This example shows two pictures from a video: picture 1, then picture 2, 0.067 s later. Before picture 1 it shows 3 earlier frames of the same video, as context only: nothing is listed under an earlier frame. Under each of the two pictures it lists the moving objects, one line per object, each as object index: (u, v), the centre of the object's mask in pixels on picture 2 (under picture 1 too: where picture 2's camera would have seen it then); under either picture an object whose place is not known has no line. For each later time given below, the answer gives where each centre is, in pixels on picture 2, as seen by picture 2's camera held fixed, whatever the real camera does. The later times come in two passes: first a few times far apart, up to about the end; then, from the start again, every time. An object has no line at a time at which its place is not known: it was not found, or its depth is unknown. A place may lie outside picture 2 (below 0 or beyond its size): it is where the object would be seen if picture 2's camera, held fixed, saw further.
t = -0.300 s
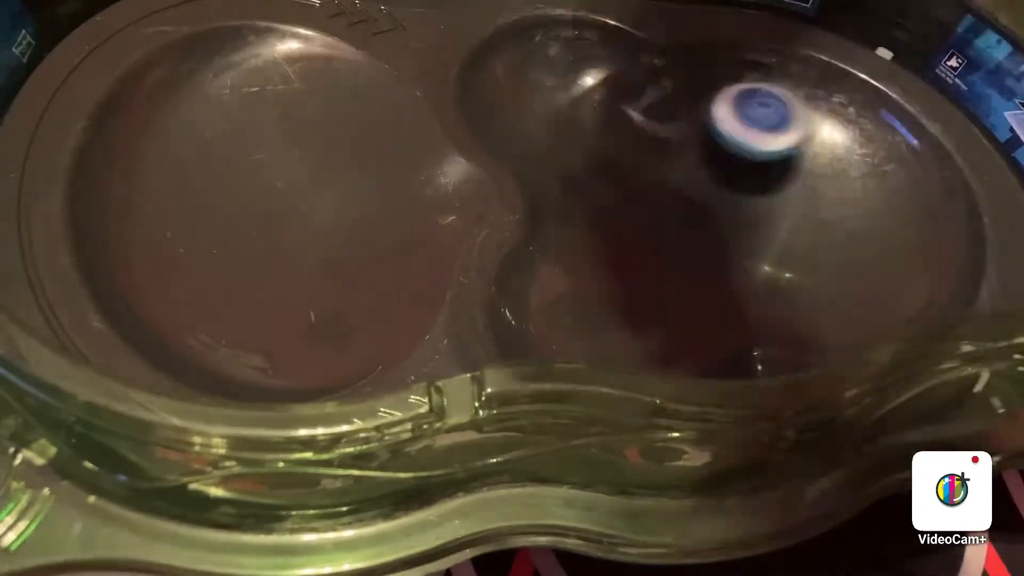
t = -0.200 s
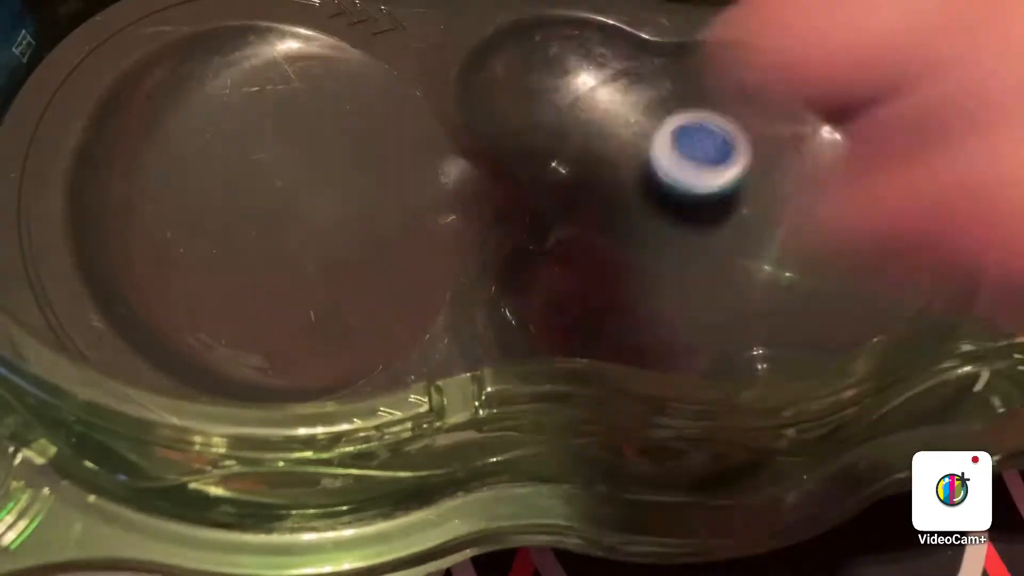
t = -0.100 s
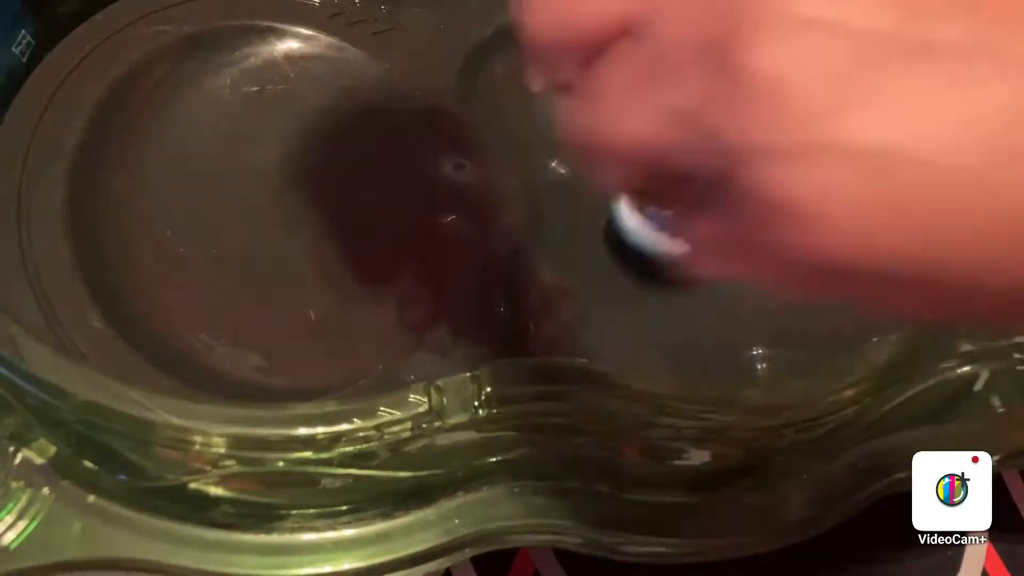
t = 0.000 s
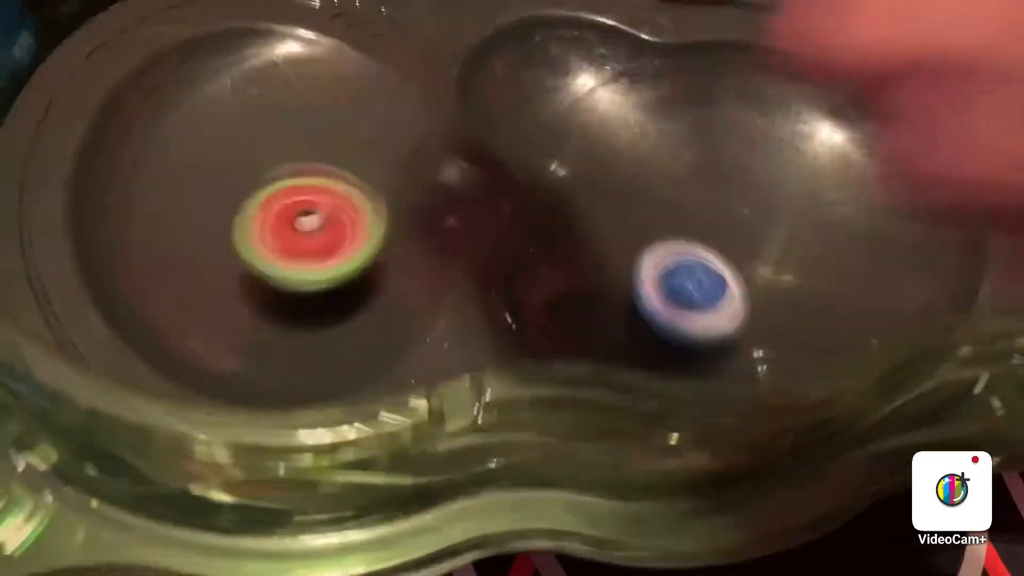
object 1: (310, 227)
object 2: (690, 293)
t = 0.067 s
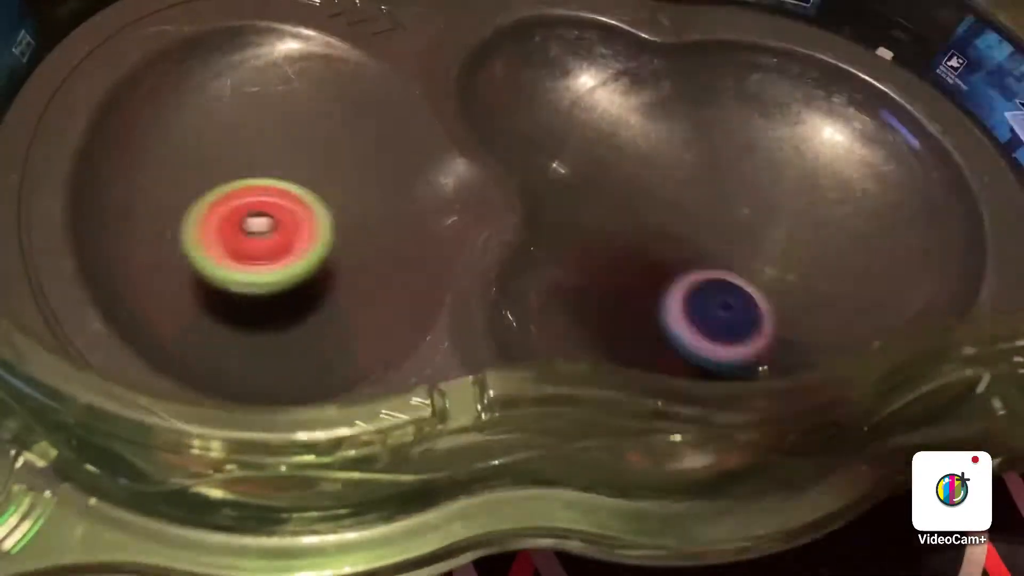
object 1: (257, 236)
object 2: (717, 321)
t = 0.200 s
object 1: (230, 240)
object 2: (741, 285)
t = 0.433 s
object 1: (298, 223)
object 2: (785, 175)
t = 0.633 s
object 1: (284, 99)
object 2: (736, 169)
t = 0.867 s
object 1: (177, 77)
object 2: (755, 255)
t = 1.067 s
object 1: (277, 252)
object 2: (862, 211)
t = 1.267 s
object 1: (520, 251)
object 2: (763, 114)
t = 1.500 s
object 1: (941, 255)
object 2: (658, 221)
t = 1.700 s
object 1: (880, 21)
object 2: (831, 297)
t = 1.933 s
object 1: (592, 132)
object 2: (862, 121)
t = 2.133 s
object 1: (660, 339)
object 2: (642, 141)
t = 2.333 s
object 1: (763, 314)
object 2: (624, 283)
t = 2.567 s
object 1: (921, 125)
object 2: (711, 307)
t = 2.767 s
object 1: (572, 101)
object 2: (868, 238)
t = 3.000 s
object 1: (418, 148)
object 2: (798, 90)
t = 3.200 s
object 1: (335, 236)
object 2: (624, 184)
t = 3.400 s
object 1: (353, 281)
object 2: (715, 332)
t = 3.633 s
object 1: (408, 199)
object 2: (788, 225)
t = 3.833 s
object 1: (262, 144)
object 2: (791, 153)
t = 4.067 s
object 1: (147, 246)
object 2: (789, 236)
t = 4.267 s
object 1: (437, 324)
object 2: (884, 221)
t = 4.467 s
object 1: (763, 280)
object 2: (769, 150)
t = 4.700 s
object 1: (877, 39)
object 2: (705, 273)
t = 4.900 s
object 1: (687, 155)
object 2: (805, 286)
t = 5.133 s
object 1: (690, 336)
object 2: (814, 148)
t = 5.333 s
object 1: (688, 265)
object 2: (660, 143)
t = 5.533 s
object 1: (834, 278)
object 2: (557, 61)
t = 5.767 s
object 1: (866, 95)
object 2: (610, 131)
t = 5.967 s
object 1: (634, 85)
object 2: (783, 219)
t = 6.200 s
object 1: (605, 168)
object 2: (870, 214)
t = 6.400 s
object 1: (837, 247)
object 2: (807, 150)
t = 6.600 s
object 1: (904, 130)
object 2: (723, 226)
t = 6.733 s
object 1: (751, 94)
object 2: (803, 285)
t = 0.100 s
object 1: (241, 235)
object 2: (727, 322)
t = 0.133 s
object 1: (232, 235)
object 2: (732, 313)
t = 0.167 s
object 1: (229, 237)
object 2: (738, 302)
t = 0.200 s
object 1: (230, 240)
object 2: (741, 285)
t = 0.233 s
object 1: (233, 245)
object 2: (747, 264)
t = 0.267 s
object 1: (239, 249)
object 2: (756, 246)
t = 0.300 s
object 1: (248, 251)
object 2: (768, 229)
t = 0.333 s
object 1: (260, 250)
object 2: (777, 213)
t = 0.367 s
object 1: (274, 245)
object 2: (782, 199)
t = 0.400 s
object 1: (288, 236)
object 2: (785, 186)
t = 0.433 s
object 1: (298, 223)
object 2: (785, 175)
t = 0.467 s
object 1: (307, 206)
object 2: (781, 167)
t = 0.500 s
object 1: (311, 187)
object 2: (774, 162)
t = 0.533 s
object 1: (311, 165)
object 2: (766, 160)
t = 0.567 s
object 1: (307, 142)
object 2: (757, 161)
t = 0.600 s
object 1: (298, 120)
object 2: (746, 164)
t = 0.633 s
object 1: (284, 99)
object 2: (736, 169)
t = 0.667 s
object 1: (267, 78)
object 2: (724, 177)
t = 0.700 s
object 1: (246, 64)
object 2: (716, 186)
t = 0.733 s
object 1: (224, 52)
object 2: (712, 197)
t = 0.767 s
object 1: (205, 47)
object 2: (715, 210)
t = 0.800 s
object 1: (188, 47)
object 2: (723, 226)
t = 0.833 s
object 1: (179, 57)
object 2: (736, 242)
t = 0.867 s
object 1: (177, 77)
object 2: (755, 255)
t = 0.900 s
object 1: (180, 104)
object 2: (776, 262)
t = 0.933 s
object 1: (185, 136)
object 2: (799, 264)
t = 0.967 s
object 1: (194, 170)
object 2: (820, 259)
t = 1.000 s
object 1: (211, 201)
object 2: (840, 248)
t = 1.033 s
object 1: (239, 230)
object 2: (854, 232)
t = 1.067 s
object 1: (277, 252)
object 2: (862, 211)
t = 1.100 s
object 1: (320, 265)
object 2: (861, 187)
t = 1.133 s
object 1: (364, 269)
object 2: (853, 162)
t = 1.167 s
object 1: (408, 265)
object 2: (838, 142)
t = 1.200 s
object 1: (446, 255)
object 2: (816, 126)
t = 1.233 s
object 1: (483, 248)
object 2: (790, 116)
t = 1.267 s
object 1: (520, 251)
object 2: (763, 114)
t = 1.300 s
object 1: (556, 268)
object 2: (735, 120)
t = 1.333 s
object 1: (614, 291)
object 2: (708, 134)
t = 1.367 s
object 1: (682, 307)
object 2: (682, 152)
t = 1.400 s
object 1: (752, 306)
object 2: (663, 170)
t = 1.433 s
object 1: (818, 302)
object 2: (653, 186)
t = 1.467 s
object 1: (882, 286)
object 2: (651, 203)
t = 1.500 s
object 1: (941, 255)
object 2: (658, 221)
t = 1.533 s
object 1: (969, 202)
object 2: (673, 244)
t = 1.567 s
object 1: (974, 148)
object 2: (698, 269)
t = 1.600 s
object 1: (963, 98)
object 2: (729, 288)
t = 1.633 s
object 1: (937, 56)
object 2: (764, 297)
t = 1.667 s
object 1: (917, 33)
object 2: (798, 300)
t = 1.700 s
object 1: (880, 21)
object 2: (831, 297)
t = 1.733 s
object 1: (837, 19)
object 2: (860, 286)
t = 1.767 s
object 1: (794, 19)
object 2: (885, 268)
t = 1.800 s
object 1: (752, 21)
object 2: (902, 243)
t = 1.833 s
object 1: (707, 31)
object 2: (910, 212)
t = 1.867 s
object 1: (668, 57)
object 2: (906, 180)
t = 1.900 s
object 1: (623, 102)
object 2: (890, 148)
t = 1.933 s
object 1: (592, 132)
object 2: (862, 121)
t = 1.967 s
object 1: (575, 153)
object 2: (828, 101)
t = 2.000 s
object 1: (577, 176)
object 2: (791, 89)
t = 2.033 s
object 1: (582, 213)
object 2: (752, 89)
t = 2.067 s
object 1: (595, 264)
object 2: (713, 98)
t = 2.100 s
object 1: (620, 313)
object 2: (677, 116)
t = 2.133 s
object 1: (660, 339)
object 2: (642, 141)
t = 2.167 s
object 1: (702, 341)
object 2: (616, 160)
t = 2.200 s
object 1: (728, 342)
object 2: (602, 178)
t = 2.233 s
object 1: (748, 342)
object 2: (597, 199)
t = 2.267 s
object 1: (752, 329)
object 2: (602, 224)
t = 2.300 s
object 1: (748, 317)
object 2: (617, 261)
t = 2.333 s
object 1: (763, 314)
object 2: (624, 283)
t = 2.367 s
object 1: (814, 315)
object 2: (618, 275)
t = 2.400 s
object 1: (861, 307)
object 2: (618, 273)
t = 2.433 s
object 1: (903, 284)
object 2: (626, 277)
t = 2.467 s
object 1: (937, 252)
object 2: (640, 285)
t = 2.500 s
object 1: (956, 211)
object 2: (659, 297)
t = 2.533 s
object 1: (951, 166)
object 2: (684, 305)
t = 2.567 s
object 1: (921, 125)
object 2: (711, 307)
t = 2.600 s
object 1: (875, 91)
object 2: (737, 304)
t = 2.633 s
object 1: (818, 65)
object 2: (763, 295)
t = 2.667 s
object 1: (758, 49)
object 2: (789, 285)
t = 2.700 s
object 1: (697, 54)
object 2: (815, 272)
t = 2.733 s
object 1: (632, 77)
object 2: (843, 258)
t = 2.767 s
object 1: (572, 101)
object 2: (868, 238)
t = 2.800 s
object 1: (527, 109)
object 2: (888, 215)
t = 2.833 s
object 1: (507, 93)
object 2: (895, 184)
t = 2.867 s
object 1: (488, 91)
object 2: (894, 157)
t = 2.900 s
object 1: (467, 102)
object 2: (882, 130)
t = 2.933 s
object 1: (453, 112)
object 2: (860, 110)
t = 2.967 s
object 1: (438, 129)
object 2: (832, 97)
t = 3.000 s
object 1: (418, 148)
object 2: (798, 90)
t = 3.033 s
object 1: (401, 167)
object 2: (764, 90)
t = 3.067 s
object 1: (386, 185)
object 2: (728, 99)
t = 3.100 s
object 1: (371, 201)
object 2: (693, 117)
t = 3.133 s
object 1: (357, 214)
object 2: (661, 142)
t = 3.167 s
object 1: (344, 225)
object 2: (638, 163)
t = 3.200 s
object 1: (335, 236)
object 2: (624, 184)
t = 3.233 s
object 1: (330, 246)
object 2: (621, 204)
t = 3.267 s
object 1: (328, 255)
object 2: (626, 230)
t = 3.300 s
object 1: (329, 263)
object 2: (639, 260)
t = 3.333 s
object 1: (334, 271)
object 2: (658, 296)
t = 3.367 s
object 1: (342, 277)
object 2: (685, 320)
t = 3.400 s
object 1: (353, 281)
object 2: (715, 332)
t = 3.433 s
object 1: (367, 282)
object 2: (738, 330)
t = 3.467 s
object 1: (382, 279)
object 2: (751, 326)
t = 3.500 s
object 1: (397, 270)
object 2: (759, 312)
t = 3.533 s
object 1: (409, 255)
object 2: (766, 294)
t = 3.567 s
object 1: (416, 238)
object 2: (773, 271)
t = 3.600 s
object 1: (416, 218)
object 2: (781, 247)
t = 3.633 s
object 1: (408, 199)
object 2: (788, 225)
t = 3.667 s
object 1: (394, 181)
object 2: (795, 203)
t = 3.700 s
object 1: (375, 168)
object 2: (802, 185)
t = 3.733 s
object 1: (350, 157)
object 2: (807, 171)
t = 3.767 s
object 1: (323, 149)
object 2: (806, 161)
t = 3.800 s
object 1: (293, 145)
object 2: (801, 155)
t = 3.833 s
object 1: (262, 144)
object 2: (791, 153)
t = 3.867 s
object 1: (231, 146)
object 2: (779, 155)
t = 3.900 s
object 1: (201, 153)
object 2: (768, 162)
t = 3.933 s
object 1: (175, 163)
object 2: (758, 175)
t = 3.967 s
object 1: (155, 178)
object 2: (757, 189)
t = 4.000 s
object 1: (143, 197)
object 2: (762, 206)
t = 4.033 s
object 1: (139, 219)
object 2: (773, 222)
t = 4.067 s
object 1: (147, 246)
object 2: (789, 236)
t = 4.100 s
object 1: (170, 273)
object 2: (810, 247)
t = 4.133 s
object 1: (202, 299)
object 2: (830, 251)
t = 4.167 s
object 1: (251, 322)
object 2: (850, 251)
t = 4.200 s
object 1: (310, 334)
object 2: (867, 245)
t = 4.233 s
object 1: (375, 329)
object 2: (878, 235)
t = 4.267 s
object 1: (437, 324)
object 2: (884, 221)
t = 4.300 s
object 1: (493, 319)
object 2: (882, 205)
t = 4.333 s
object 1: (548, 320)
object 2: (875, 189)
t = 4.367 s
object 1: (597, 331)
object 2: (859, 173)
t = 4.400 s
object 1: (658, 334)
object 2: (833, 159)
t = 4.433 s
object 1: (712, 310)
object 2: (801, 150)
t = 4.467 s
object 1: (763, 280)
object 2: (769, 150)
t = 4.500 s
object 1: (808, 252)
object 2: (743, 154)
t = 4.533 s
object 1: (847, 217)
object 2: (719, 168)
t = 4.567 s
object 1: (878, 180)
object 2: (702, 183)
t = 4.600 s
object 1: (898, 129)
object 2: (693, 202)
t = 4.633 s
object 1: (902, 85)
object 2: (691, 223)
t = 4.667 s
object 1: (892, 56)
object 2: (695, 249)
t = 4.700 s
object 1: (877, 39)
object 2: (705, 273)
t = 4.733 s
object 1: (853, 36)
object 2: (721, 292)
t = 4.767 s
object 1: (820, 41)
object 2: (741, 302)
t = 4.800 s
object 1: (785, 65)
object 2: (757, 304)
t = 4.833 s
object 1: (752, 92)
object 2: (774, 301)
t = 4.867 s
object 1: (717, 123)
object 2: (788, 295)
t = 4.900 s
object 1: (687, 155)
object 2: (805, 286)
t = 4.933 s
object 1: (666, 179)
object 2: (820, 275)
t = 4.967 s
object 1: (652, 204)
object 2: (838, 261)
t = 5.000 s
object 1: (649, 235)
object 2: (850, 243)
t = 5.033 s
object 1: (651, 272)
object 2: (854, 219)
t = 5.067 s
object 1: (658, 304)
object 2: (849, 195)
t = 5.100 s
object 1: (673, 327)
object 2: (837, 173)
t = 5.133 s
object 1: (690, 336)
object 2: (814, 148)
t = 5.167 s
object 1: (700, 338)
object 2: (790, 133)
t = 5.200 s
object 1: (704, 336)
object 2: (764, 124)
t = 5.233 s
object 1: (701, 330)
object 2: (738, 122)
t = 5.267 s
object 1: (694, 316)
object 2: (712, 126)
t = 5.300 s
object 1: (688, 292)
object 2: (687, 134)
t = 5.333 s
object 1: (688, 265)
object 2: (660, 143)
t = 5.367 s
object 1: (694, 243)
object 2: (639, 153)
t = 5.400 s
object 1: (713, 249)
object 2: (620, 137)
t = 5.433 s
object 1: (737, 264)
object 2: (600, 113)
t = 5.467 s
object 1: (767, 273)
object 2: (585, 89)
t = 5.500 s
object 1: (797, 278)
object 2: (571, 72)
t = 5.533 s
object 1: (834, 278)
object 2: (557, 61)
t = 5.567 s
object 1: (868, 269)
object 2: (546, 57)
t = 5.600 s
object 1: (898, 249)
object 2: (538, 62)
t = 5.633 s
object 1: (917, 224)
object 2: (535, 72)
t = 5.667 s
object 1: (924, 193)
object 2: (538, 88)
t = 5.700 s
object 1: (918, 157)
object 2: (551, 105)
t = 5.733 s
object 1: (897, 124)
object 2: (574, 120)
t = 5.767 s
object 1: (866, 95)
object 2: (610, 131)
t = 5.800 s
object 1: (827, 76)
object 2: (647, 139)
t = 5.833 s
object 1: (783, 66)
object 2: (683, 145)
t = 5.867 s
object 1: (739, 64)
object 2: (713, 156)
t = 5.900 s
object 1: (705, 60)
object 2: (738, 179)
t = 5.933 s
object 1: (673, 66)
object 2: (760, 201)
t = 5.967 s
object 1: (634, 85)
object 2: (783, 219)
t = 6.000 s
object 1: (600, 102)
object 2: (804, 232)
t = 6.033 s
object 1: (569, 117)
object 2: (824, 240)
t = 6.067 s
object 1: (556, 124)
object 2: (840, 242)
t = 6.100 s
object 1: (554, 129)
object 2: (853, 239)
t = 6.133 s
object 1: (560, 137)
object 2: (862, 233)
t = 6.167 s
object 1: (577, 151)
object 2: (868, 224)
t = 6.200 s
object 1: (605, 168)
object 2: (870, 214)
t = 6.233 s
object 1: (641, 187)
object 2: (870, 202)
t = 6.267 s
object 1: (681, 205)
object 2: (867, 190)
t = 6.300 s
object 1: (724, 224)
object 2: (860, 179)
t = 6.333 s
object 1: (763, 238)
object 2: (848, 166)
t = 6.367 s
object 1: (802, 247)
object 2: (829, 155)
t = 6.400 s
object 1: (837, 247)
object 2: (807, 150)
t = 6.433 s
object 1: (870, 239)
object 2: (781, 150)
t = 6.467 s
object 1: (898, 223)
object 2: (758, 157)
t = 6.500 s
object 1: (916, 202)
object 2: (739, 170)
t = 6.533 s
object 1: (924, 177)
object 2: (726, 188)
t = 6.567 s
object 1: (920, 151)
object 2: (721, 205)
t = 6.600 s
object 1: (904, 130)
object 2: (723, 226)
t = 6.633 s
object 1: (876, 113)
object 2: (735, 248)
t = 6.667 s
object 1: (840, 100)
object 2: (755, 267)
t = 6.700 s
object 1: (796, 93)
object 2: (778, 279)
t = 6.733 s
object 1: (751, 94)
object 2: (803, 285)
